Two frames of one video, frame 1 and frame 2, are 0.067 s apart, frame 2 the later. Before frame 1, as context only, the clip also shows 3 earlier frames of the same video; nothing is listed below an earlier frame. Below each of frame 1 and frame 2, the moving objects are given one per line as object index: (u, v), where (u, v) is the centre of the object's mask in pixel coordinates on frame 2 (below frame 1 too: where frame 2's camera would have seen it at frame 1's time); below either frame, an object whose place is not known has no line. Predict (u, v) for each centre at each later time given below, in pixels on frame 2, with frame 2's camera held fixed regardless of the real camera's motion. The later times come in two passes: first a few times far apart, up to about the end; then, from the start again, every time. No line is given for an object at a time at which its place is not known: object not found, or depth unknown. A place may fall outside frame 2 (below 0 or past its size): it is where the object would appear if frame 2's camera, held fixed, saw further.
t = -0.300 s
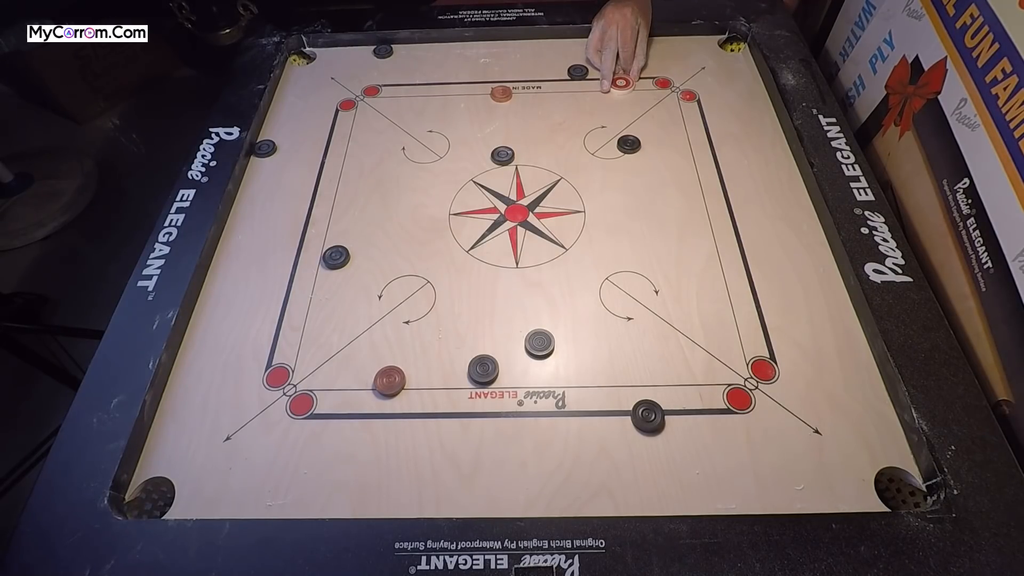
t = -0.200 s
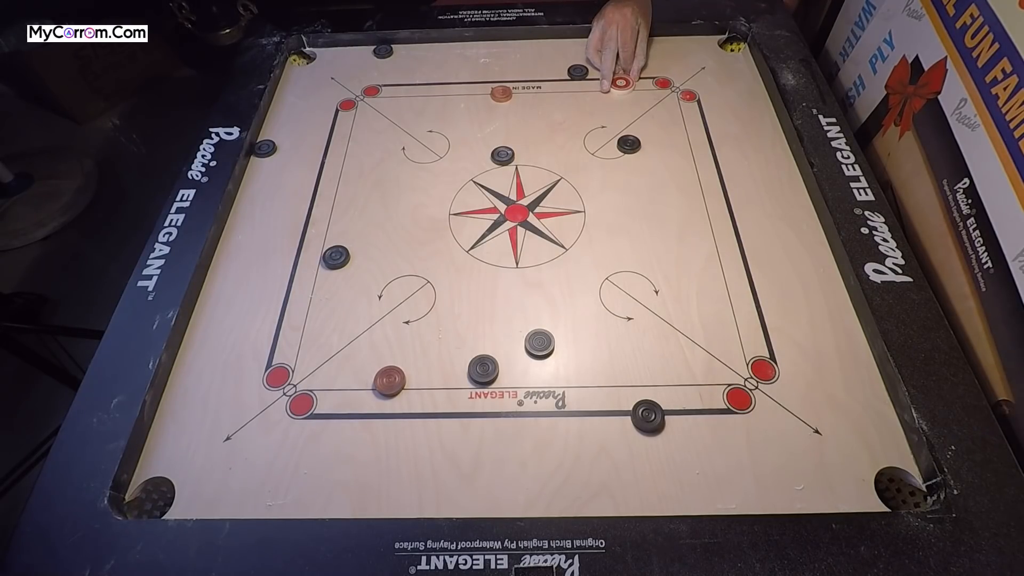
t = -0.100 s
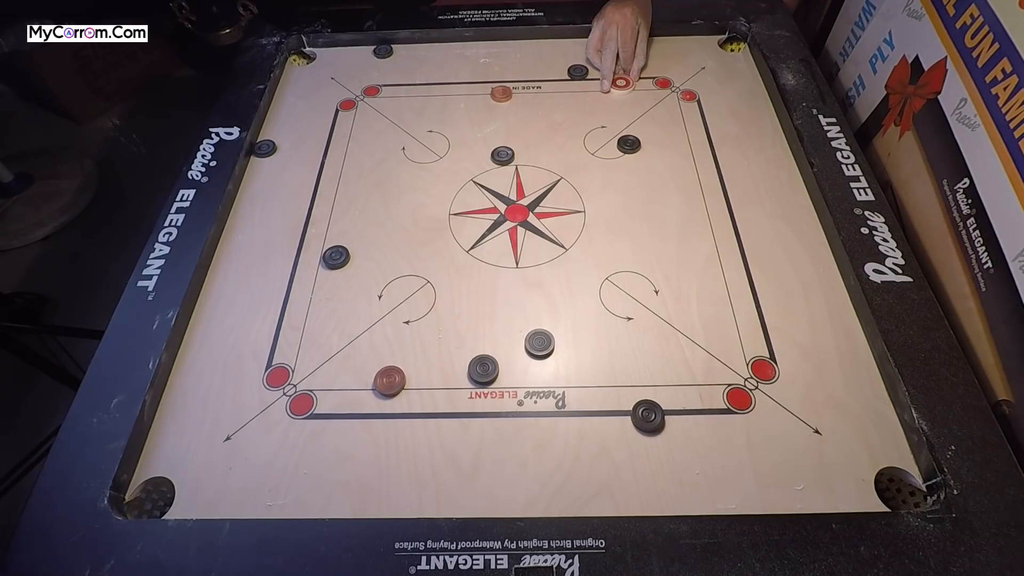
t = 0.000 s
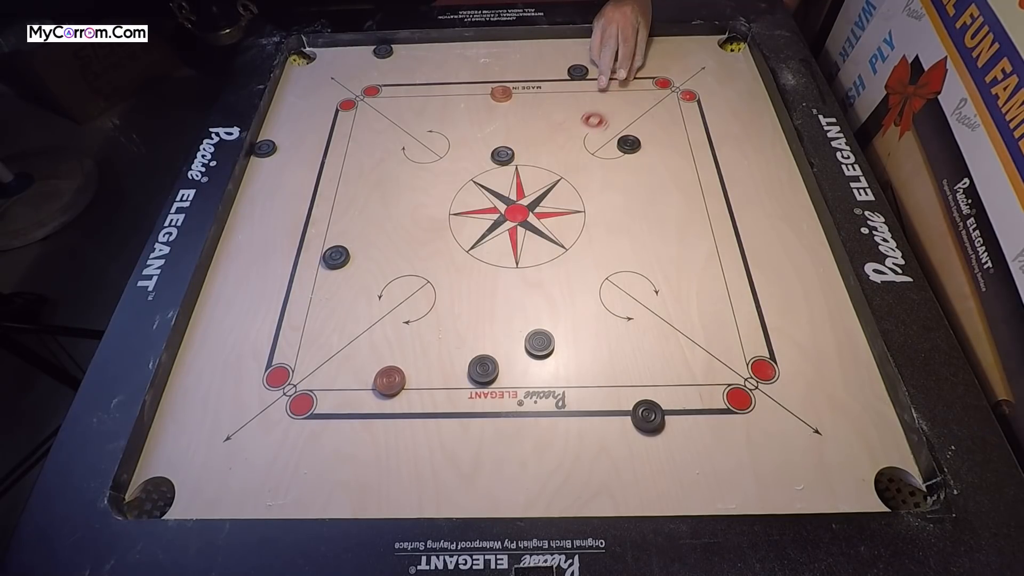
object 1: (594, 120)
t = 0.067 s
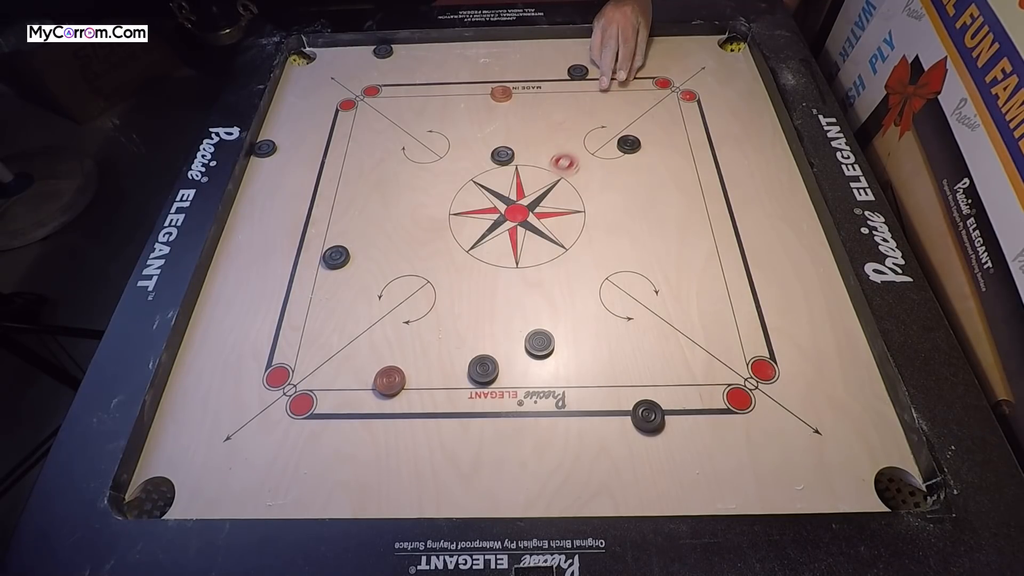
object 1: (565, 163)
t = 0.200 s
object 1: (499, 256)
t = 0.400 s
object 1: (414, 392)
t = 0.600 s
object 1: (389, 473)
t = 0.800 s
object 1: (382, 496)
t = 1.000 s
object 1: (382, 496)
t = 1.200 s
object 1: (382, 496)
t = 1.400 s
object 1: (382, 496)
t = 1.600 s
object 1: (382, 496)
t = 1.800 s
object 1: (382, 496)
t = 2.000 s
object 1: (382, 496)
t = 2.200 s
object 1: (382, 496)
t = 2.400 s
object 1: (382, 496)
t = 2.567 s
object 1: (382, 496)
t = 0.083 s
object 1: (557, 175)
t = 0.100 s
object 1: (549, 186)
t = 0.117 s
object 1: (540, 198)
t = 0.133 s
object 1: (532, 209)
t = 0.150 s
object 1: (524, 220)
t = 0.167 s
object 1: (516, 232)
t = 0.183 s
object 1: (508, 244)
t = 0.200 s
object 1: (499, 256)
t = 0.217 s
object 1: (491, 268)
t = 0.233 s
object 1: (482, 280)
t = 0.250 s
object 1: (474, 292)
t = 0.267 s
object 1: (465, 305)
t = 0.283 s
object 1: (457, 316)
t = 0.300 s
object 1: (448, 329)
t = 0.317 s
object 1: (440, 341)
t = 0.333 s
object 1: (431, 354)
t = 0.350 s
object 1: (423, 366)
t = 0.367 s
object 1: (419, 375)
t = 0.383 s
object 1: (416, 384)
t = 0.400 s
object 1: (414, 392)
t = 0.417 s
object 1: (411, 401)
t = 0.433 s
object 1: (409, 409)
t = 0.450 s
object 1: (406, 417)
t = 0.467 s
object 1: (404, 425)
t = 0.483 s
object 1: (401, 432)
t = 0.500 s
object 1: (399, 438)
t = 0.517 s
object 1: (397, 445)
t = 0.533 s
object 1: (396, 451)
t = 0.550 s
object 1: (393, 458)
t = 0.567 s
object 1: (392, 463)
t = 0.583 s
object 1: (391, 468)
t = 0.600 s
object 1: (389, 473)
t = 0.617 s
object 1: (388, 477)
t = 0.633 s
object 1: (387, 481)
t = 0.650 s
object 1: (386, 484)
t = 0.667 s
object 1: (385, 487)
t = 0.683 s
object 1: (384, 490)
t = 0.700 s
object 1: (383, 492)
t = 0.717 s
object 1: (383, 494)
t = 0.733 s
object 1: (383, 495)
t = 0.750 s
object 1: (382, 495)
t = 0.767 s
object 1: (382, 496)
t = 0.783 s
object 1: (382, 496)
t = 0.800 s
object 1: (382, 496)
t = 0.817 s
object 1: (382, 496)
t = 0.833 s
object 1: (382, 496)
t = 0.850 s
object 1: (382, 496)
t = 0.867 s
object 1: (382, 496)
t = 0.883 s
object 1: (382, 496)
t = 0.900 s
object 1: (382, 496)
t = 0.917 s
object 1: (382, 496)
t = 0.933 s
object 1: (382, 496)
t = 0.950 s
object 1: (382, 496)
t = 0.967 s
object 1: (382, 496)
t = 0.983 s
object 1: (382, 496)
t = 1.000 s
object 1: (382, 496)
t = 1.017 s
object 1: (382, 496)
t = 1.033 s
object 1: (382, 496)
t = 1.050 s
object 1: (382, 496)
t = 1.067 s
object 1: (382, 496)
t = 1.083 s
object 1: (382, 496)
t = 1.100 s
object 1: (382, 496)
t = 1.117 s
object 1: (382, 496)
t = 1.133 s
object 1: (382, 496)
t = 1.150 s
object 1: (382, 496)
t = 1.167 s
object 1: (382, 496)
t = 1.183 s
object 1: (382, 496)
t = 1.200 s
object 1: (382, 496)
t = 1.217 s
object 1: (382, 496)
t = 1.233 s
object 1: (382, 496)
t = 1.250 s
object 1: (382, 496)
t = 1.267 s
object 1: (382, 496)
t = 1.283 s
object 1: (382, 496)
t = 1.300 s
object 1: (382, 496)
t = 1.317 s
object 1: (382, 496)
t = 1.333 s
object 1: (382, 496)
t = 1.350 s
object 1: (382, 496)
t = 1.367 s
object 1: (382, 496)
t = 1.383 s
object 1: (382, 496)
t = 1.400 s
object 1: (382, 496)
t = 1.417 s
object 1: (382, 496)
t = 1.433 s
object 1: (382, 496)
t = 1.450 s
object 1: (382, 496)
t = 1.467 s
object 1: (382, 496)
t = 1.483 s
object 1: (382, 496)
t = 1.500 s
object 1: (382, 496)
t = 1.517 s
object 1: (382, 496)
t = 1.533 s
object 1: (382, 496)
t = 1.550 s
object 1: (382, 496)
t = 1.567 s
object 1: (382, 496)
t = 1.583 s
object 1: (382, 496)
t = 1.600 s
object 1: (382, 496)
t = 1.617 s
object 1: (382, 496)
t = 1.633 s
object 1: (382, 496)
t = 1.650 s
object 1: (382, 496)
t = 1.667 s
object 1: (382, 496)
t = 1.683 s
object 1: (382, 496)
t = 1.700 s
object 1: (382, 496)
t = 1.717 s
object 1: (382, 496)
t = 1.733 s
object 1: (382, 496)
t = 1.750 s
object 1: (382, 496)
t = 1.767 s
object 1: (382, 496)
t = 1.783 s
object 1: (382, 496)
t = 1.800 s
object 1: (382, 496)
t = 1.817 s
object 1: (382, 496)
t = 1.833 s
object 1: (382, 496)
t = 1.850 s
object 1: (382, 496)
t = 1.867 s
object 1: (382, 496)
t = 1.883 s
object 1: (382, 496)
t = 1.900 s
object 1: (382, 496)
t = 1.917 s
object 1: (382, 496)
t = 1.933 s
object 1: (382, 496)
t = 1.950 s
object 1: (382, 496)
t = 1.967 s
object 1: (382, 496)
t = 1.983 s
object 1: (382, 496)
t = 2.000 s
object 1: (382, 496)
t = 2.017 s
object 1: (382, 496)
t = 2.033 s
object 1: (382, 496)
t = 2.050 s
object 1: (382, 496)
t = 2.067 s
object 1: (382, 496)
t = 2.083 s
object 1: (382, 496)
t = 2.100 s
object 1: (382, 496)
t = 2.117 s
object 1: (382, 496)
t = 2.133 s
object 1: (382, 496)
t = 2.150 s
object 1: (382, 496)
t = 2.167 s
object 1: (382, 496)
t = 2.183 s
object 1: (382, 496)
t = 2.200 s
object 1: (382, 496)
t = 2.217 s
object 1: (382, 496)
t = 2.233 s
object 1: (382, 496)
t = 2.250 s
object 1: (382, 496)
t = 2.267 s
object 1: (382, 496)
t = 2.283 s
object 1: (382, 496)
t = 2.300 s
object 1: (382, 496)
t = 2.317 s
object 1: (382, 496)
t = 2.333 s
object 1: (382, 496)
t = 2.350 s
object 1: (382, 496)
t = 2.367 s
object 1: (382, 496)
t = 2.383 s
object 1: (382, 496)
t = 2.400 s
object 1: (382, 496)
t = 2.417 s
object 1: (382, 496)
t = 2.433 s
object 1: (382, 496)
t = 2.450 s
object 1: (382, 496)
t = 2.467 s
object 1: (382, 496)
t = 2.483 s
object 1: (382, 496)
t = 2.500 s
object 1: (382, 496)
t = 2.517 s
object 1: (382, 496)
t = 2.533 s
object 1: (382, 496)
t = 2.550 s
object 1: (382, 496)
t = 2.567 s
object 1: (382, 496)
